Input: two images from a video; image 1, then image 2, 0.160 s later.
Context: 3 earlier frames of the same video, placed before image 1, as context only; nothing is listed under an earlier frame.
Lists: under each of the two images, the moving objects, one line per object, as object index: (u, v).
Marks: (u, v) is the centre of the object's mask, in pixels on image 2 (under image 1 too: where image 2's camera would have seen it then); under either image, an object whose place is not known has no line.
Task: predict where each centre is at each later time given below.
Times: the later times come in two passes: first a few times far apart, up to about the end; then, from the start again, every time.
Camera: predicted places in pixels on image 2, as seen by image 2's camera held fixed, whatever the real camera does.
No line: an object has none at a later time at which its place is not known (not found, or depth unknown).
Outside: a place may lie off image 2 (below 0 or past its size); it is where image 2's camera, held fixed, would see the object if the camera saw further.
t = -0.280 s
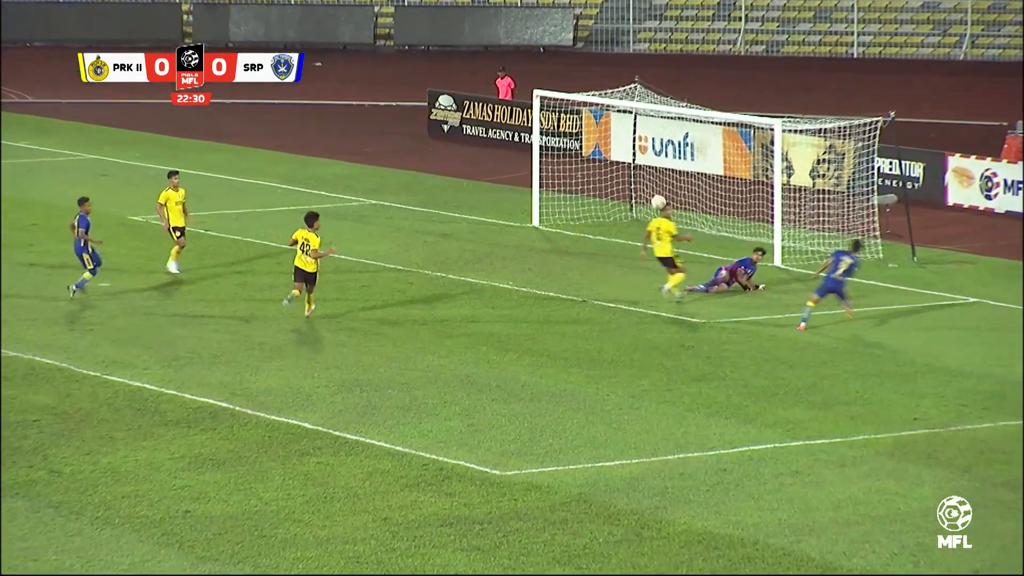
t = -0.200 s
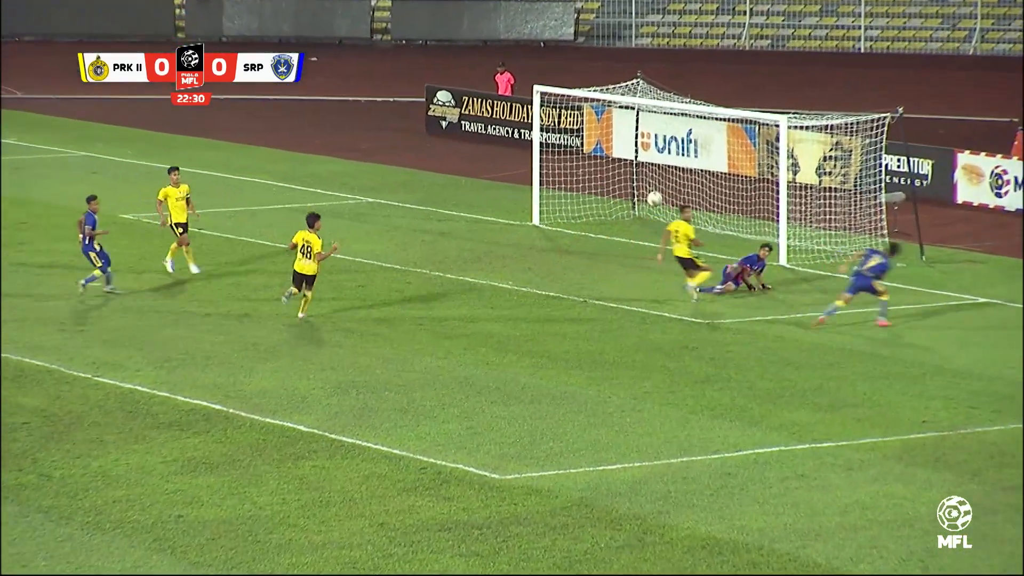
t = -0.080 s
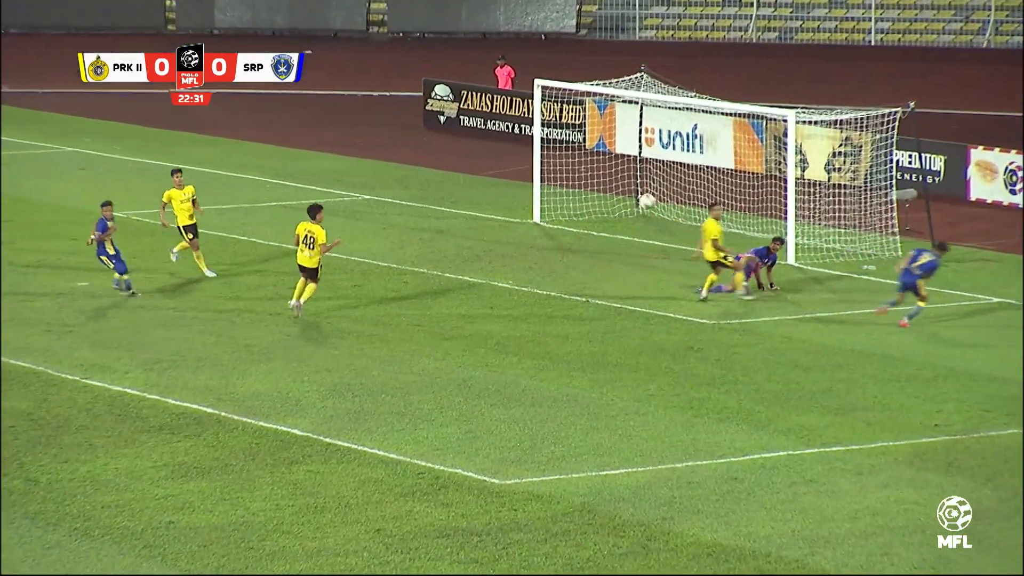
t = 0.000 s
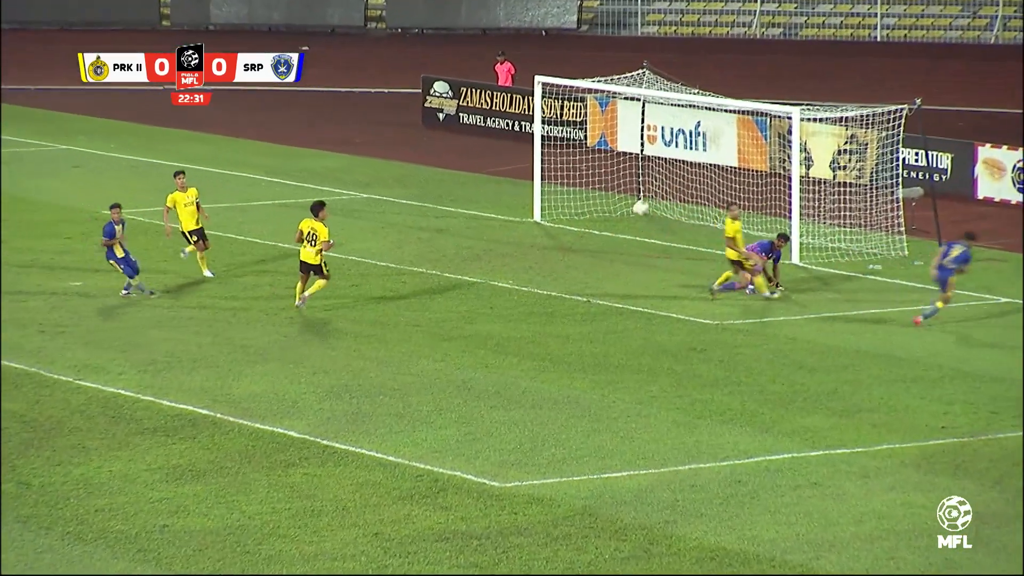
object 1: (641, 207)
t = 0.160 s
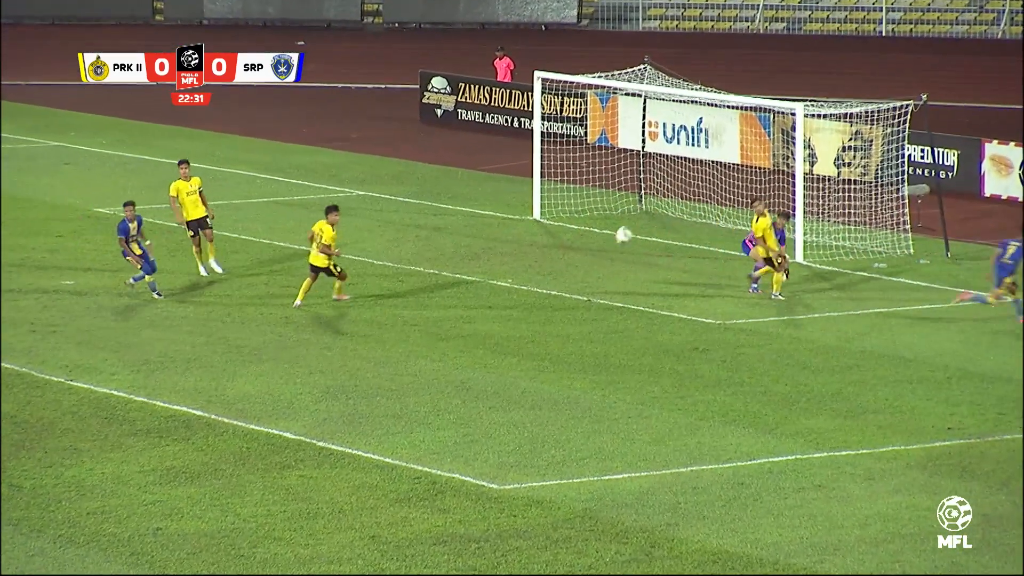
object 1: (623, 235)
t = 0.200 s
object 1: (618, 245)
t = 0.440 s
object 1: (586, 326)
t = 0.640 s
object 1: (555, 425)
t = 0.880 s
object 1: (521, 414)
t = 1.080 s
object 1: (493, 425)
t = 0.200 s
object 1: (618, 245)
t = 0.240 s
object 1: (614, 256)
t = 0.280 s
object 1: (609, 268)
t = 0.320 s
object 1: (603, 280)
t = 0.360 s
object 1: (597, 295)
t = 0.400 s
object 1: (591, 310)
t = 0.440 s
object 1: (586, 326)
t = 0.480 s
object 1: (580, 343)
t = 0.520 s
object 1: (574, 362)
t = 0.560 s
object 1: (567, 382)
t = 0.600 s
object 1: (561, 402)
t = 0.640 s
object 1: (555, 425)
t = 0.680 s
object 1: (549, 436)
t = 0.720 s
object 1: (543, 429)
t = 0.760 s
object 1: (537, 423)
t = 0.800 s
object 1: (532, 419)
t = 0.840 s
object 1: (526, 416)
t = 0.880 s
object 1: (521, 414)
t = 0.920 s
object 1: (516, 413)
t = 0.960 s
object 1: (510, 414)
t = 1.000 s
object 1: (504, 416)
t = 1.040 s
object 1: (499, 420)
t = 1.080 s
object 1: (493, 425)
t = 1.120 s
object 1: (487, 431)
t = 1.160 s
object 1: (481, 438)
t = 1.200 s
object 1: (475, 447)
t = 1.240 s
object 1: (469, 458)
